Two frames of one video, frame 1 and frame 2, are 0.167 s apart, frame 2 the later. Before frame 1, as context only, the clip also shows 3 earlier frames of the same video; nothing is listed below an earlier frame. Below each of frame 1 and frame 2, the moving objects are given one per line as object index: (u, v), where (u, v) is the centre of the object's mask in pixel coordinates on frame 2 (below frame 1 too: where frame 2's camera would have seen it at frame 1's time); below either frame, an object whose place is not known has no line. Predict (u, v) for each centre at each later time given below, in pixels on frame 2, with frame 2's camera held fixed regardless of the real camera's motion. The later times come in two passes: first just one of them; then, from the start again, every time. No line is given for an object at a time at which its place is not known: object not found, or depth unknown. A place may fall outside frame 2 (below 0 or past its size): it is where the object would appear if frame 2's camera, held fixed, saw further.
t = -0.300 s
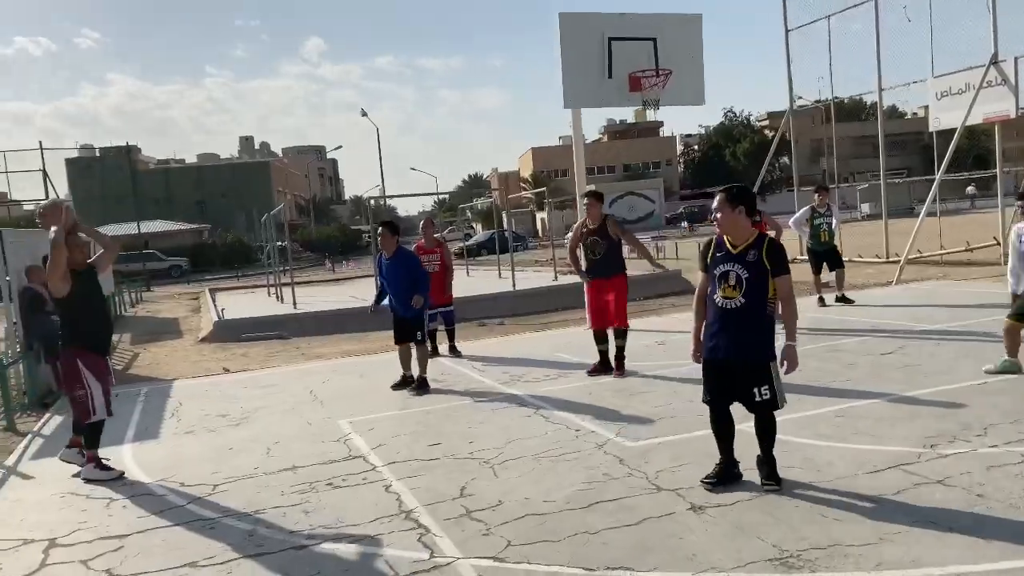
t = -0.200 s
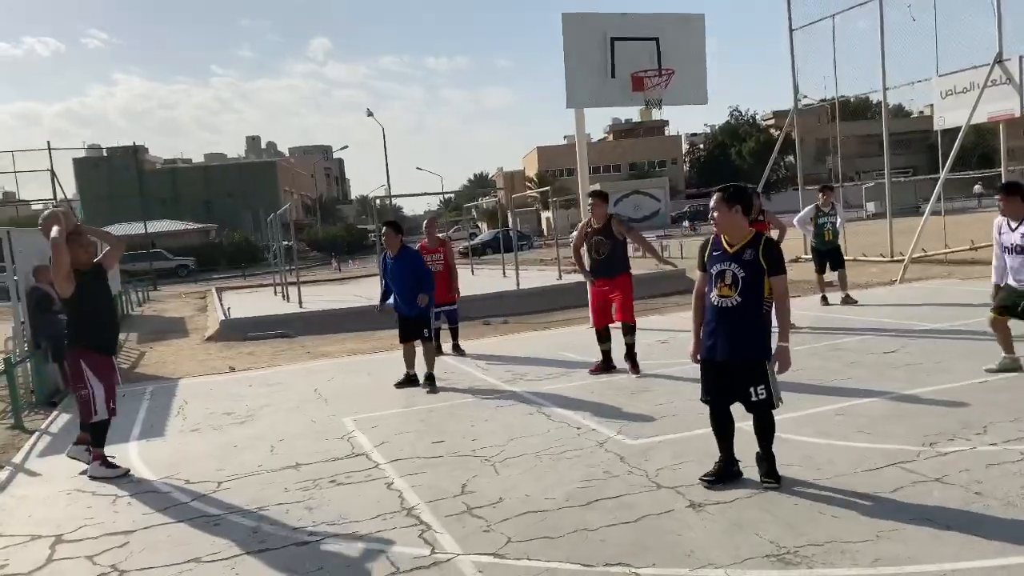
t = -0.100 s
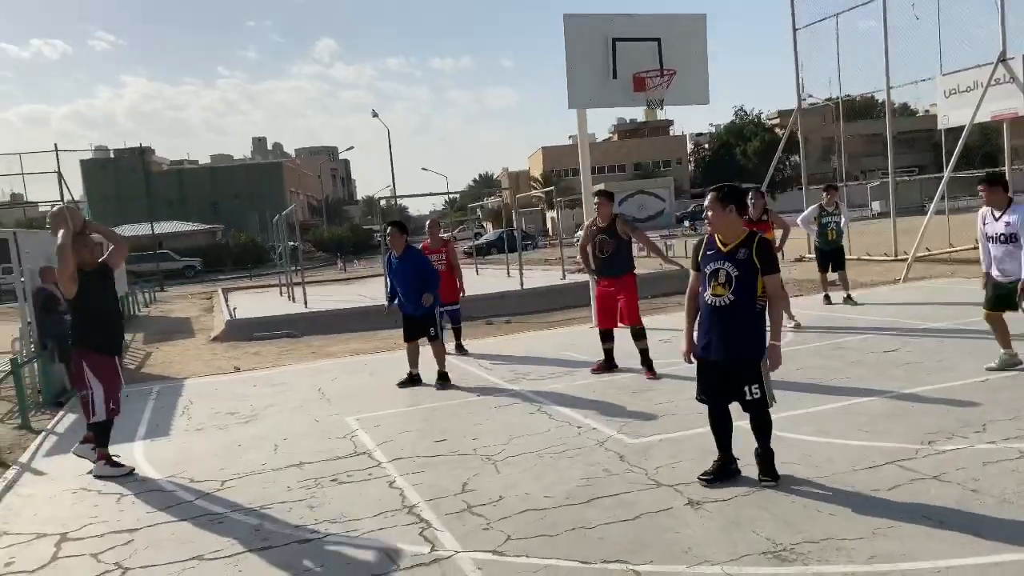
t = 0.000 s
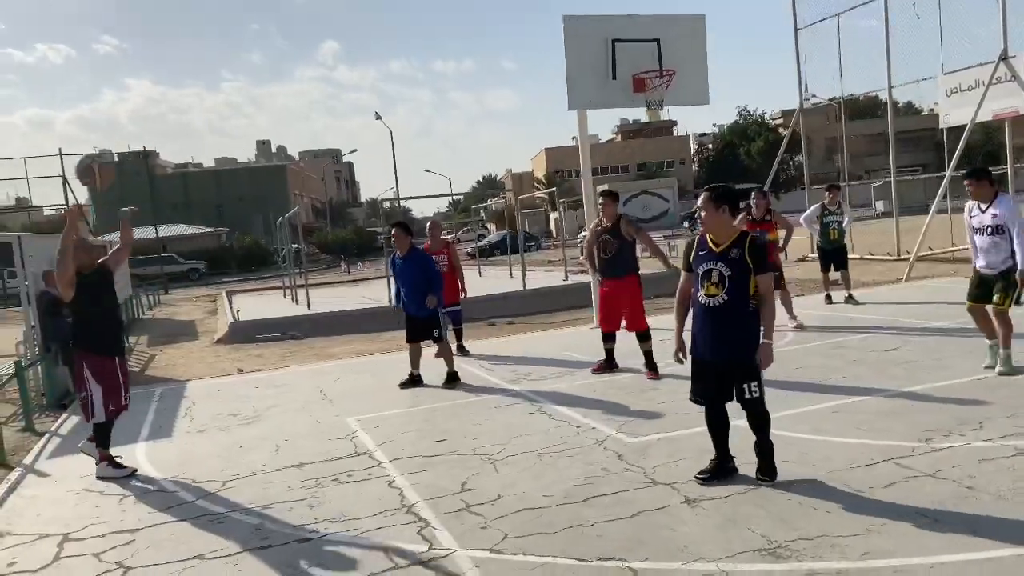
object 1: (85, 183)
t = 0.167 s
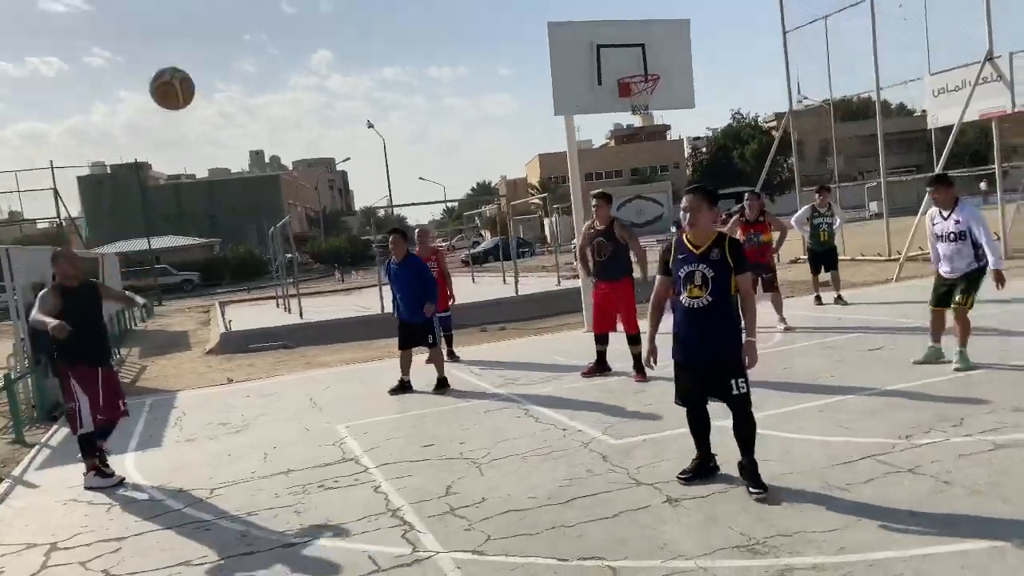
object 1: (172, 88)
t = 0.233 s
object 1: (219, 56)
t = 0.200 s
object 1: (194, 72)
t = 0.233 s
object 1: (219, 56)
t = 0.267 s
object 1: (245, 42)
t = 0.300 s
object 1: (273, 28)
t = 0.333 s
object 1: (305, 17)
